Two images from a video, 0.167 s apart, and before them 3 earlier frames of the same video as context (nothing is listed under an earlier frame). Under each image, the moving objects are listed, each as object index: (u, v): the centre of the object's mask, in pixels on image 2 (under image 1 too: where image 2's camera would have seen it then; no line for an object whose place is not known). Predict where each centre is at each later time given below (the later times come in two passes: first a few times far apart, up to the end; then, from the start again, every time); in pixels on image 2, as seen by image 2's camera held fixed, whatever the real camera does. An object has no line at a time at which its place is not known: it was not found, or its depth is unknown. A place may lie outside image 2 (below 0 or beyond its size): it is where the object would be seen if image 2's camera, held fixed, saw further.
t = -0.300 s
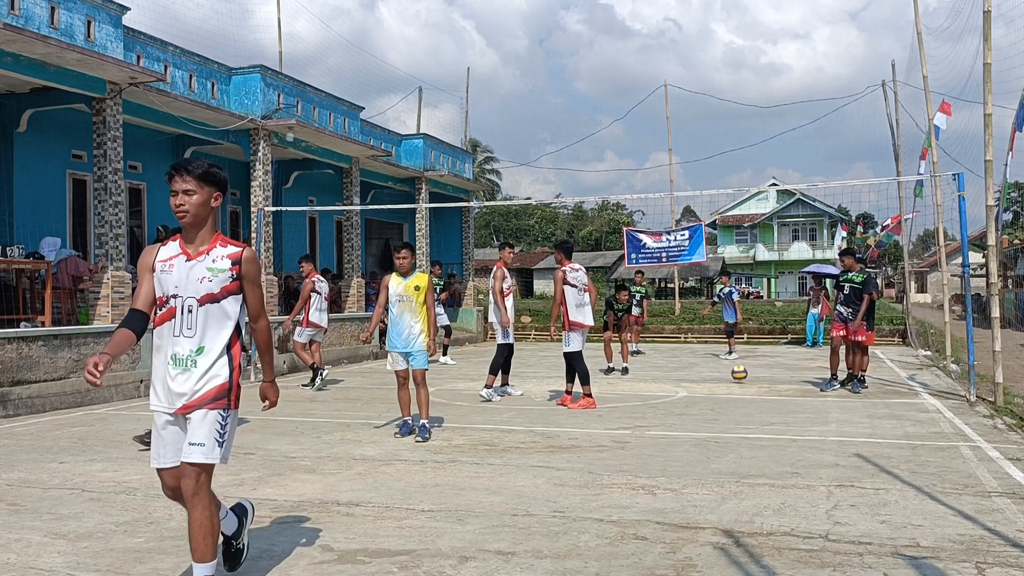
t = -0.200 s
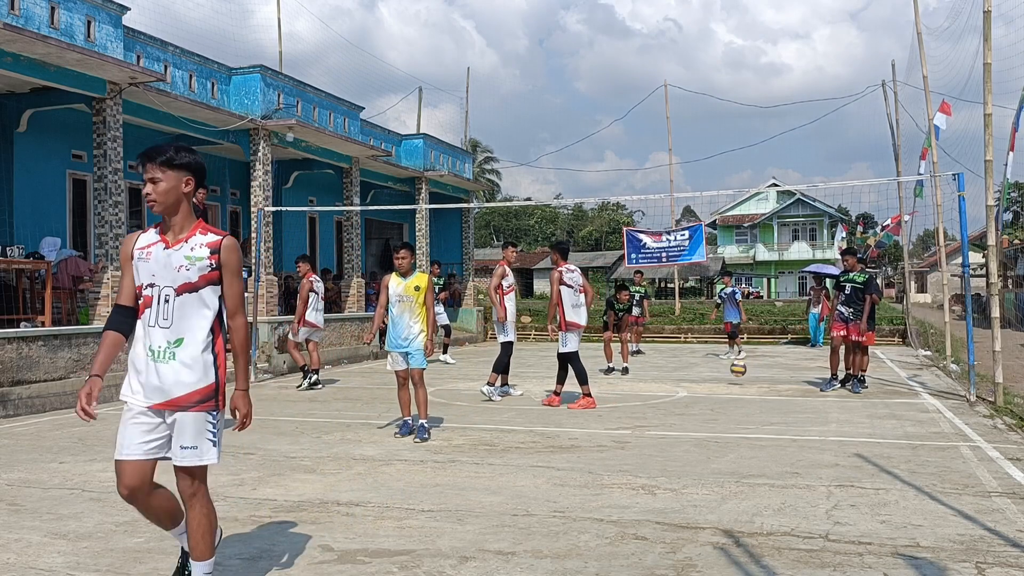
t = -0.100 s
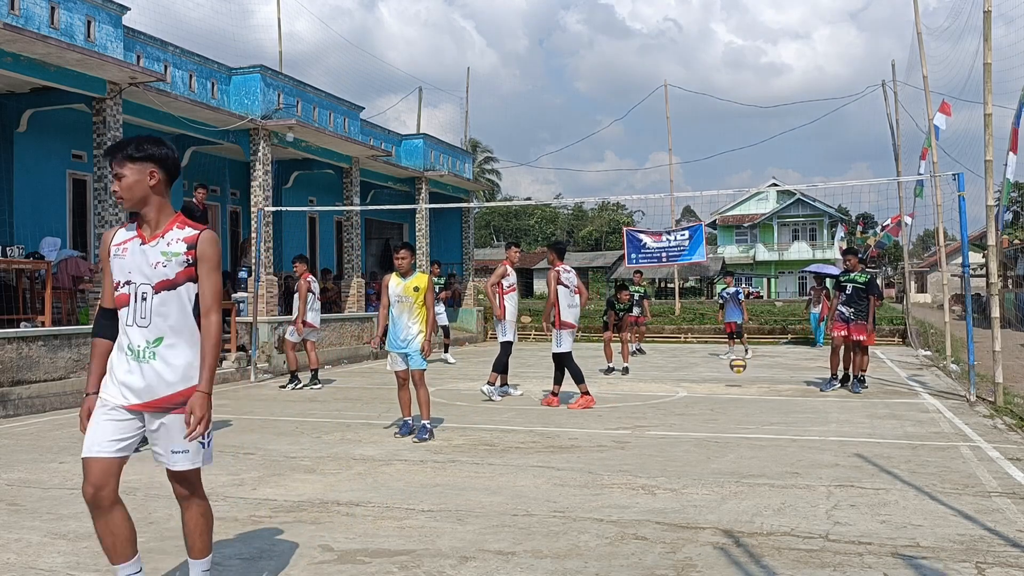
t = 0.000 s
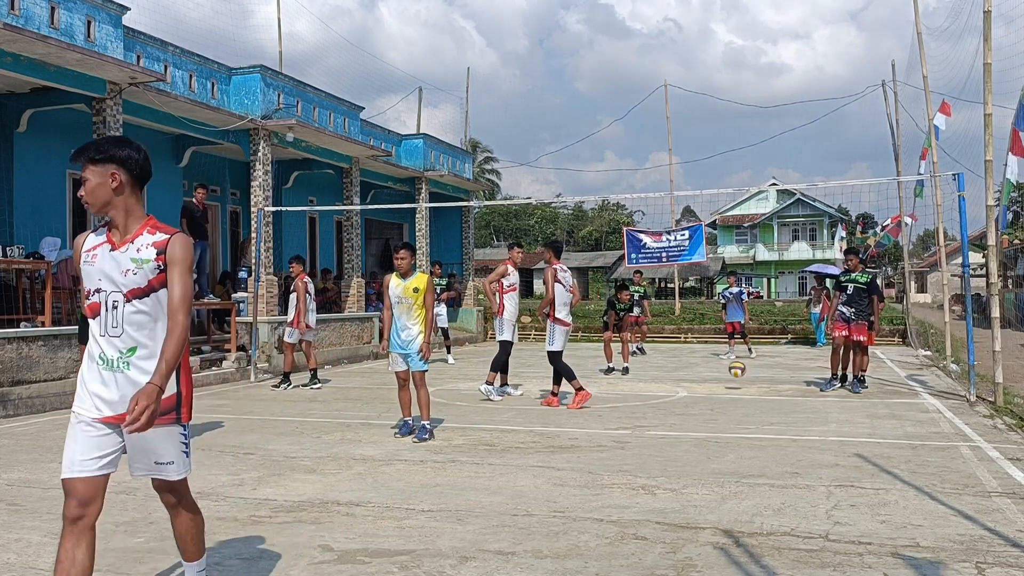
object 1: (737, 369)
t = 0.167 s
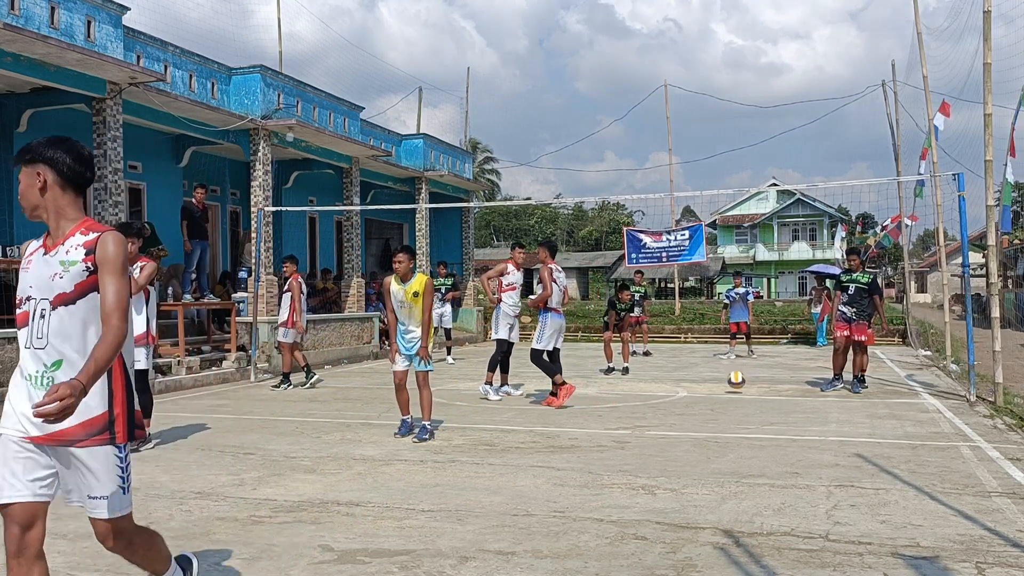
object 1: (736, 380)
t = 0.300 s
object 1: (736, 376)
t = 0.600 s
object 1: (733, 386)
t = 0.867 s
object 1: (728, 396)
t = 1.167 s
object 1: (723, 414)
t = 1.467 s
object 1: (714, 426)
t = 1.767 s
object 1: (704, 440)
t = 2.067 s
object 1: (688, 456)
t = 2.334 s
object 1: (671, 474)
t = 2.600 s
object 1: (648, 496)
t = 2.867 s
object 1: (621, 524)
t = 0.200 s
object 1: (736, 378)
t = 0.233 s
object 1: (735, 377)
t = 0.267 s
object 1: (735, 376)
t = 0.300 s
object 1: (736, 376)
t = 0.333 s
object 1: (735, 378)
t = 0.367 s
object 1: (735, 381)
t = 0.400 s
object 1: (735, 384)
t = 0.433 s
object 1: (735, 389)
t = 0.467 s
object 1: (735, 392)
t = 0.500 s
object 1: (734, 389)
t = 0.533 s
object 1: (734, 387)
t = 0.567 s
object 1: (733, 386)
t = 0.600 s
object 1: (733, 386)
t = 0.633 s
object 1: (732, 388)
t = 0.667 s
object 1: (732, 390)
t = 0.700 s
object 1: (731, 394)
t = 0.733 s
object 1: (730, 398)
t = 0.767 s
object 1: (730, 399)
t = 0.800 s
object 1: (730, 397)
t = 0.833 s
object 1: (729, 397)
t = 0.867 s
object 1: (728, 396)
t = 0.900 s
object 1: (728, 398)
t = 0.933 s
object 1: (727, 400)
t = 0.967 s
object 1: (726, 404)
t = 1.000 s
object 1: (726, 407)
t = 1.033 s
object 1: (725, 408)
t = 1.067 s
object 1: (724, 408)
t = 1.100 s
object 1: (724, 407)
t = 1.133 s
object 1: (723, 410)
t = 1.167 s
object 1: (723, 414)
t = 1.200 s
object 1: (721, 414)
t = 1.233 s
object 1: (720, 415)
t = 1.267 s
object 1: (720, 417)
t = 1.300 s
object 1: (719, 420)
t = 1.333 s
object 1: (717, 420)
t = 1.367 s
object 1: (717, 420)
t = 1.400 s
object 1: (716, 423)
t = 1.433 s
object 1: (715, 425)
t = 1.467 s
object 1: (714, 426)
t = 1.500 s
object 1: (713, 425)
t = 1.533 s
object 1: (712, 426)
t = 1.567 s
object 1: (711, 428)
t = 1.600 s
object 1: (710, 432)
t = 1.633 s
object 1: (709, 434)
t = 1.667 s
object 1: (707, 435)
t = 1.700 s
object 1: (706, 435)
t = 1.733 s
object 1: (705, 438)
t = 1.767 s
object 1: (704, 440)
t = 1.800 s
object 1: (702, 441)
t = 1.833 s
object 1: (700, 442)
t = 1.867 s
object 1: (699, 446)
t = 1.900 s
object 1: (697, 448)
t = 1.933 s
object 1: (695, 448)
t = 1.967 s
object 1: (693, 450)
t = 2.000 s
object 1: (692, 453)
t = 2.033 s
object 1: (690, 456)
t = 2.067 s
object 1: (688, 456)
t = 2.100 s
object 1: (687, 458)
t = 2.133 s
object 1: (685, 461)
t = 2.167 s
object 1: (682, 462)
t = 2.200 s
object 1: (681, 464)
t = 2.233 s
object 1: (678, 468)
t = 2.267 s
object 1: (676, 469)
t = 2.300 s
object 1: (673, 471)
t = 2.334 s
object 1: (671, 474)
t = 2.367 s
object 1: (668, 478)
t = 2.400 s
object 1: (666, 480)
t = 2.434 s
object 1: (663, 482)
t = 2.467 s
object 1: (660, 487)
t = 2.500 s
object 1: (657, 488)
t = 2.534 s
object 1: (655, 491)
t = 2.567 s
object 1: (652, 495)
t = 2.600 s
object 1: (648, 496)
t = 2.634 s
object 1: (645, 499)
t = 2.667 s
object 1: (642, 503)
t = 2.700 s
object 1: (639, 508)
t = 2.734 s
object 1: (636, 509)
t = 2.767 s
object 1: (632, 512)
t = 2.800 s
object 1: (628, 516)
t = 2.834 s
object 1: (625, 523)
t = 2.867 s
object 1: (621, 524)
